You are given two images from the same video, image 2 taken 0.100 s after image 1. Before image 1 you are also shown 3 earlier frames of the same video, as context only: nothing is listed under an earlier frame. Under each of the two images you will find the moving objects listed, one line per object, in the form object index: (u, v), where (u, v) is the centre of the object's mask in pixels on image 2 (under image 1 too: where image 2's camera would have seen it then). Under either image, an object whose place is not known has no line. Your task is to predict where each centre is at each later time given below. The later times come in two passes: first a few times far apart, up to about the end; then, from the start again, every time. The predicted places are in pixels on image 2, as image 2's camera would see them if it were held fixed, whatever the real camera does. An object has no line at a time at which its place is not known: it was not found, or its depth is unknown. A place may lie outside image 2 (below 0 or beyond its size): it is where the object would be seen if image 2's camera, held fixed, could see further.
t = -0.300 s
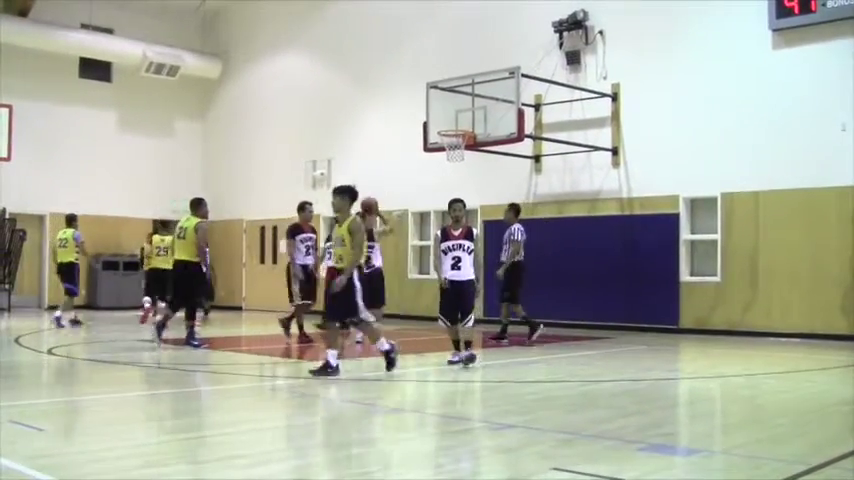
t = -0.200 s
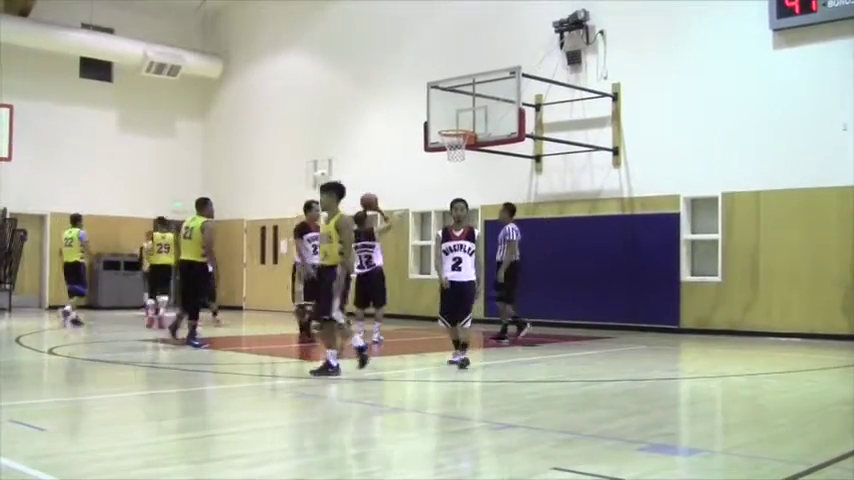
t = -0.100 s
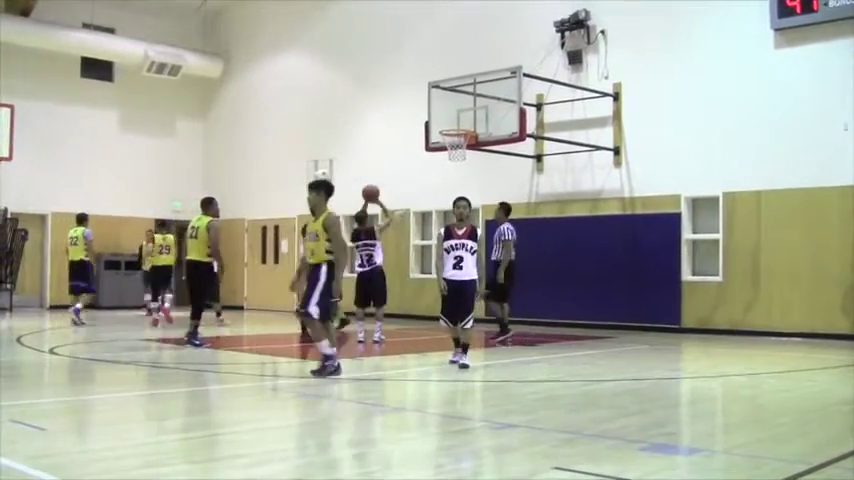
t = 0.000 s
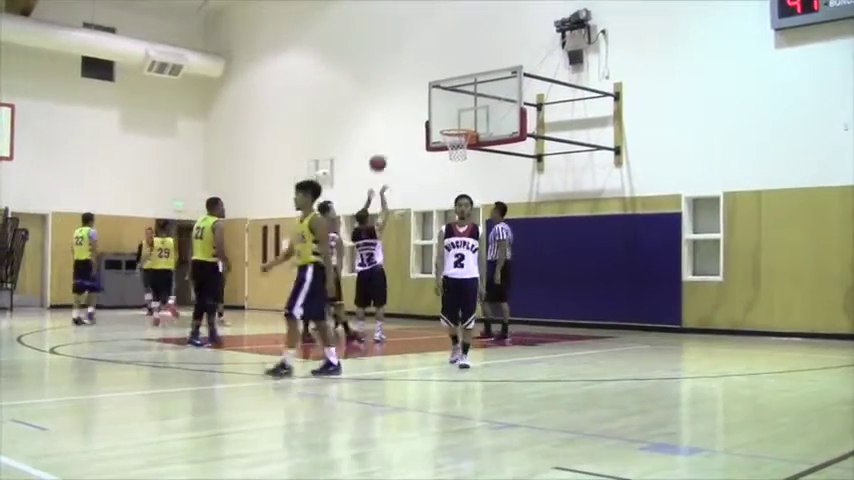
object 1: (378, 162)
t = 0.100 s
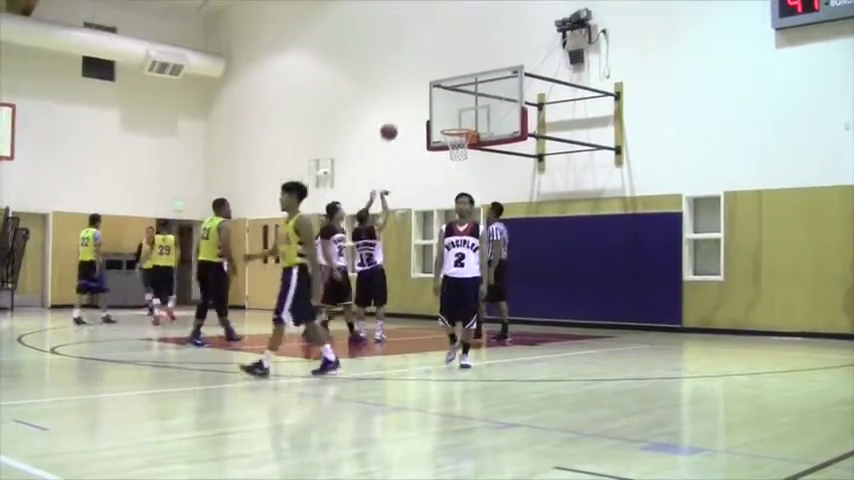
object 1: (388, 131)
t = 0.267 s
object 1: (405, 97)
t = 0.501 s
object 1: (424, 81)
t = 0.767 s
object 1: (447, 107)
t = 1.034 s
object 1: (464, 162)
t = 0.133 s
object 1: (391, 123)
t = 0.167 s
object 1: (394, 115)
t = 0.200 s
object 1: (397, 109)
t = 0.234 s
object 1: (401, 102)
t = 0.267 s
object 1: (405, 97)
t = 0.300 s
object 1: (408, 92)
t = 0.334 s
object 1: (411, 89)
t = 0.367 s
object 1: (413, 86)
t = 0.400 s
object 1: (416, 84)
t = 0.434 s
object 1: (419, 82)
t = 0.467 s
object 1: (422, 81)
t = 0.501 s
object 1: (424, 81)
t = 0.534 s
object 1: (427, 82)
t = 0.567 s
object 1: (430, 84)
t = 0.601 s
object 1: (433, 86)
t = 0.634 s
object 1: (436, 89)
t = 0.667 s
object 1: (439, 91)
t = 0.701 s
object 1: (442, 97)
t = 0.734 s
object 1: (445, 102)
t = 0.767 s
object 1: (447, 107)
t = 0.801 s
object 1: (450, 114)
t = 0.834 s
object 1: (453, 121)
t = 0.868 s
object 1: (455, 129)
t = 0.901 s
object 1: (458, 138)
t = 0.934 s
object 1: (460, 145)
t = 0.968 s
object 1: (462, 152)
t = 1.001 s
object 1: (463, 157)
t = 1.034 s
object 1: (464, 162)
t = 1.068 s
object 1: (465, 169)
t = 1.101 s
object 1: (467, 176)
